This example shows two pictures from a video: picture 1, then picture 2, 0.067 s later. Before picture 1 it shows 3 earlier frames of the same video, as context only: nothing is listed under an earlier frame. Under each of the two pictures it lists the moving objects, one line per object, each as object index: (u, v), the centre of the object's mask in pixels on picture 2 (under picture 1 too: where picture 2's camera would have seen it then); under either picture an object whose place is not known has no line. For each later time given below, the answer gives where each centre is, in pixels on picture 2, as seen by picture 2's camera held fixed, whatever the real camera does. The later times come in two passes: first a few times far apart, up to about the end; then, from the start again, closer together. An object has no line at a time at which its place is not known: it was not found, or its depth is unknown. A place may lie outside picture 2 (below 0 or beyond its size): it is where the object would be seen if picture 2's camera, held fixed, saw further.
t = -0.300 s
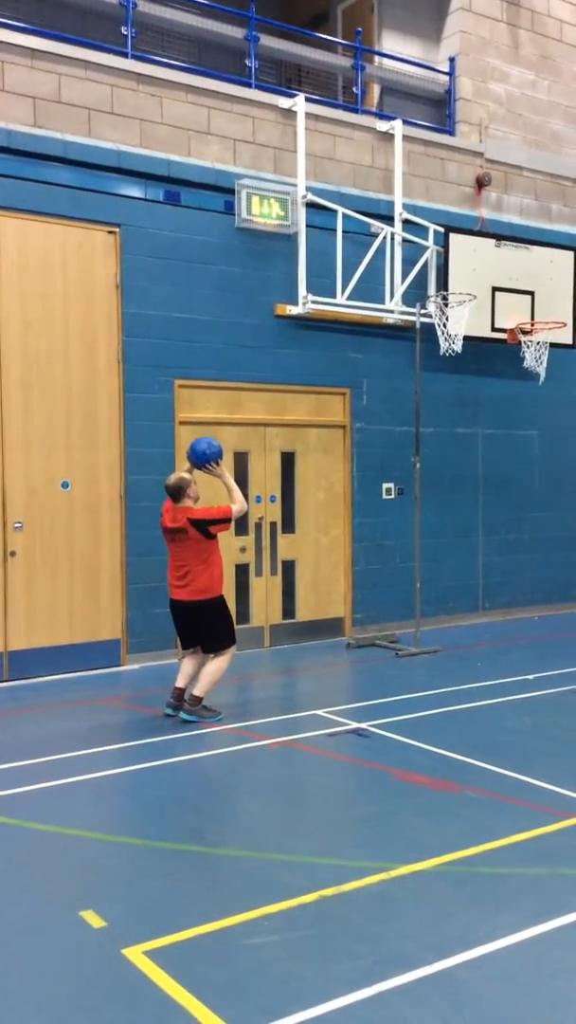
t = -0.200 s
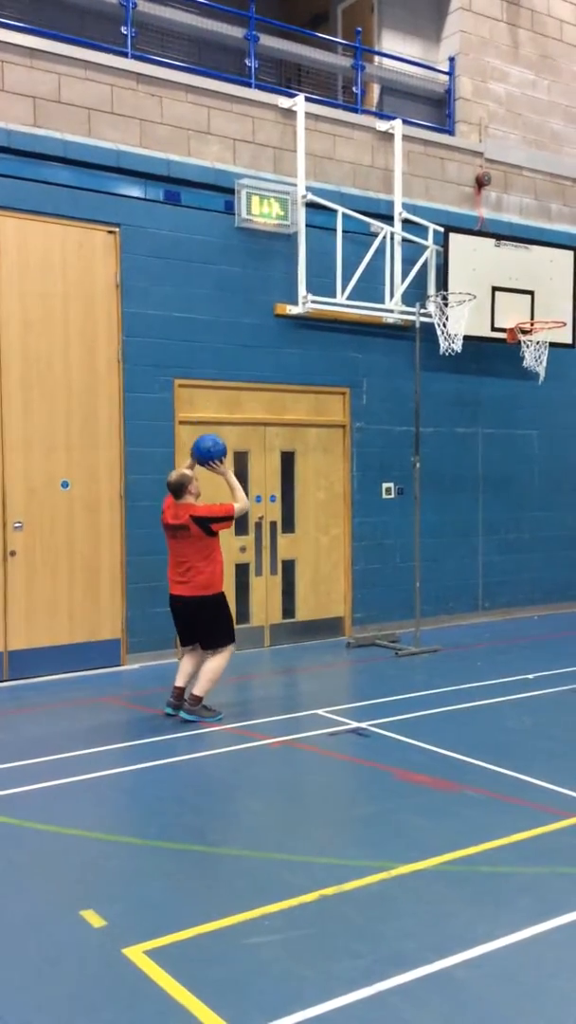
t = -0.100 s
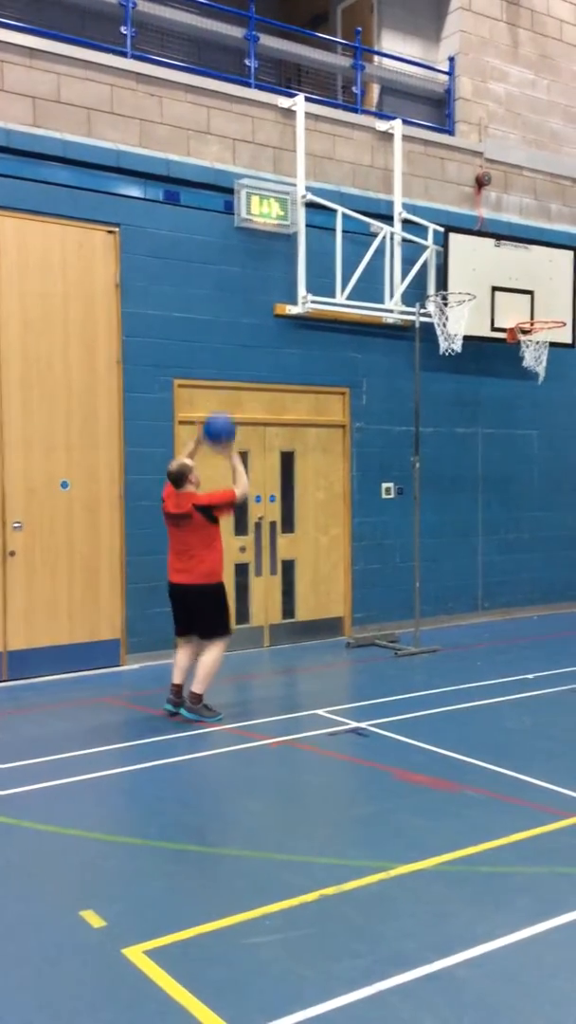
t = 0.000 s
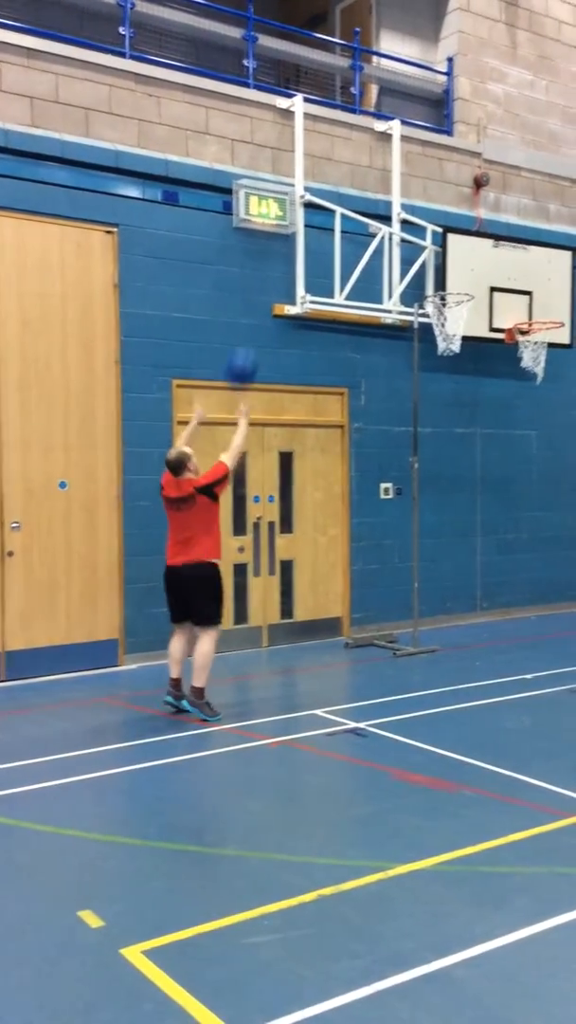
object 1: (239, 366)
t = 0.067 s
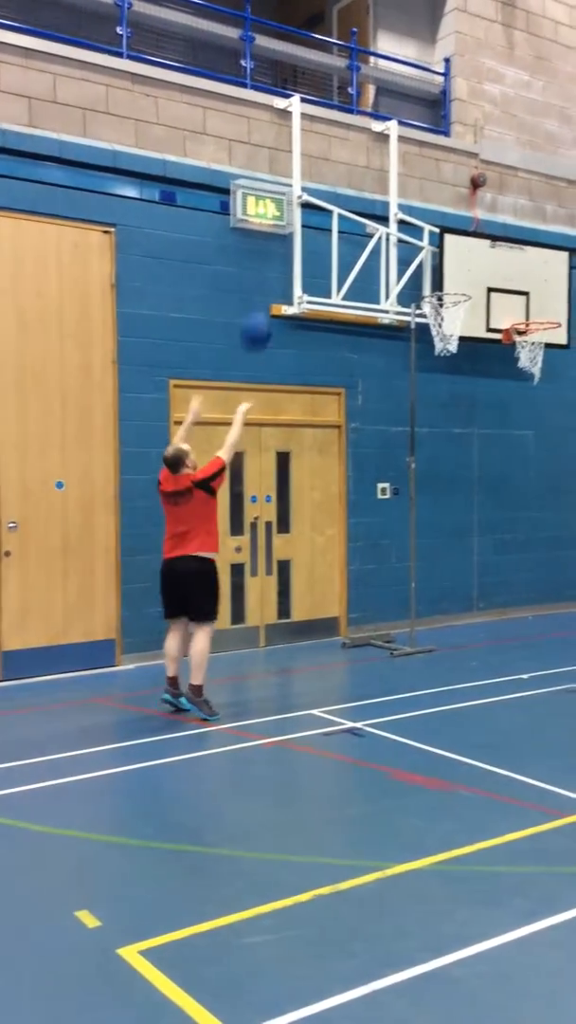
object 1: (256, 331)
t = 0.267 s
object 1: (307, 267)
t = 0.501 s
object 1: (359, 265)
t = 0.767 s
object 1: (409, 340)
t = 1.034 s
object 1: (454, 481)
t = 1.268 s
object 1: (487, 629)
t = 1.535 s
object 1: (498, 494)
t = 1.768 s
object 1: (507, 441)
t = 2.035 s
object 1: (516, 450)
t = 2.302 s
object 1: (525, 528)
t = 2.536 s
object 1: (533, 603)
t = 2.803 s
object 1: (553, 520)
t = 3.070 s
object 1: (570, 506)
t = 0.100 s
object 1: (265, 317)
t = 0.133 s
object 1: (274, 302)
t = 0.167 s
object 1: (282, 291)
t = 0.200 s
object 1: (290, 282)
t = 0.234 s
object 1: (299, 273)
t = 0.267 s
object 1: (307, 267)
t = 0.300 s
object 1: (314, 262)
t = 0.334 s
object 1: (322, 259)
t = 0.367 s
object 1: (330, 258)
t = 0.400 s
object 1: (337, 257)
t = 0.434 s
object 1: (344, 258)
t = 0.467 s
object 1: (352, 261)
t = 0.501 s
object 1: (359, 265)
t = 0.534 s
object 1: (366, 270)
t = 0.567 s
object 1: (372, 277)
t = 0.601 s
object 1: (379, 284)
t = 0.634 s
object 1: (385, 292)
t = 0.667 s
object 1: (392, 303)
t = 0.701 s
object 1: (399, 313)
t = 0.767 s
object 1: (409, 340)
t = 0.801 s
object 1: (417, 355)
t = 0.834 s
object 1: (422, 370)
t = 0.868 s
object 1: (427, 385)
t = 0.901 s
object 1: (434, 403)
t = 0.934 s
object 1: (439, 421)
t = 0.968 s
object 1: (443, 440)
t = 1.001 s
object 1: (449, 460)
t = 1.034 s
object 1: (454, 481)
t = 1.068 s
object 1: (460, 503)
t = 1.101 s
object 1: (463, 527)
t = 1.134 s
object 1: (468, 547)
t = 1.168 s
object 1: (472, 572)
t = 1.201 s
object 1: (478, 595)
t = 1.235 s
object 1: (484, 624)
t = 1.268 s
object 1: (487, 629)
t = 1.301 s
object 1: (488, 606)
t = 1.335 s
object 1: (489, 588)
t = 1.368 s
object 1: (491, 570)
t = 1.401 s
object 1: (492, 550)
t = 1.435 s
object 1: (495, 532)
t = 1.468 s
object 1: (495, 519)
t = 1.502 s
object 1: (497, 507)
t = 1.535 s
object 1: (498, 494)
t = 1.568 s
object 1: (500, 482)
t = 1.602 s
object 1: (501, 472)
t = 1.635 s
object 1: (503, 464)
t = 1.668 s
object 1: (503, 457)
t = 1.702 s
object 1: (504, 451)
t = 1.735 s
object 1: (505, 445)
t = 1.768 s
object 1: (507, 441)
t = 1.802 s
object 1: (508, 438)
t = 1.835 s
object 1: (509, 437)
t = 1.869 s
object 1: (510, 437)
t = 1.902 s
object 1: (511, 437)
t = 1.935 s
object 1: (512, 438)
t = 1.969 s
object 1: (514, 441)
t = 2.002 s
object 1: (516, 446)
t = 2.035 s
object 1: (516, 450)
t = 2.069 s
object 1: (518, 455)
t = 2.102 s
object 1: (519, 462)
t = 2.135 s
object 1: (520, 471)
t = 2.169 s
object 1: (521, 480)
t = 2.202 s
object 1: (522, 491)
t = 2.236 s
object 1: (524, 502)
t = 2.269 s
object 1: (524, 515)
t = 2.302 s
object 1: (525, 528)
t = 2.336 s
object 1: (527, 541)
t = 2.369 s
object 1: (527, 558)
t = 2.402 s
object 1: (528, 573)
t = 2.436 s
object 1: (528, 590)
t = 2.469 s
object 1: (529, 612)
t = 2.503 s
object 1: (531, 619)
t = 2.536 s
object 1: (533, 603)
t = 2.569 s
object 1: (535, 589)
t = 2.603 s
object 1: (537, 575)
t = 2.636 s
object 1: (540, 563)
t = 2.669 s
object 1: (543, 553)
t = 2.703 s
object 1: (545, 543)
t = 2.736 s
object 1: (548, 533)
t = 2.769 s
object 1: (551, 526)
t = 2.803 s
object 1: (553, 520)
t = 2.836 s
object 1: (555, 515)
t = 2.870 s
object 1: (557, 511)
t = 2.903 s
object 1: (559, 508)
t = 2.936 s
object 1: (562, 505)
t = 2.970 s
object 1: (564, 503)
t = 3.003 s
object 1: (567, 503)
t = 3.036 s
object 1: (568, 504)
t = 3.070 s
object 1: (570, 506)
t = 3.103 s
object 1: (573, 508)
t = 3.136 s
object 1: (575, 513)
